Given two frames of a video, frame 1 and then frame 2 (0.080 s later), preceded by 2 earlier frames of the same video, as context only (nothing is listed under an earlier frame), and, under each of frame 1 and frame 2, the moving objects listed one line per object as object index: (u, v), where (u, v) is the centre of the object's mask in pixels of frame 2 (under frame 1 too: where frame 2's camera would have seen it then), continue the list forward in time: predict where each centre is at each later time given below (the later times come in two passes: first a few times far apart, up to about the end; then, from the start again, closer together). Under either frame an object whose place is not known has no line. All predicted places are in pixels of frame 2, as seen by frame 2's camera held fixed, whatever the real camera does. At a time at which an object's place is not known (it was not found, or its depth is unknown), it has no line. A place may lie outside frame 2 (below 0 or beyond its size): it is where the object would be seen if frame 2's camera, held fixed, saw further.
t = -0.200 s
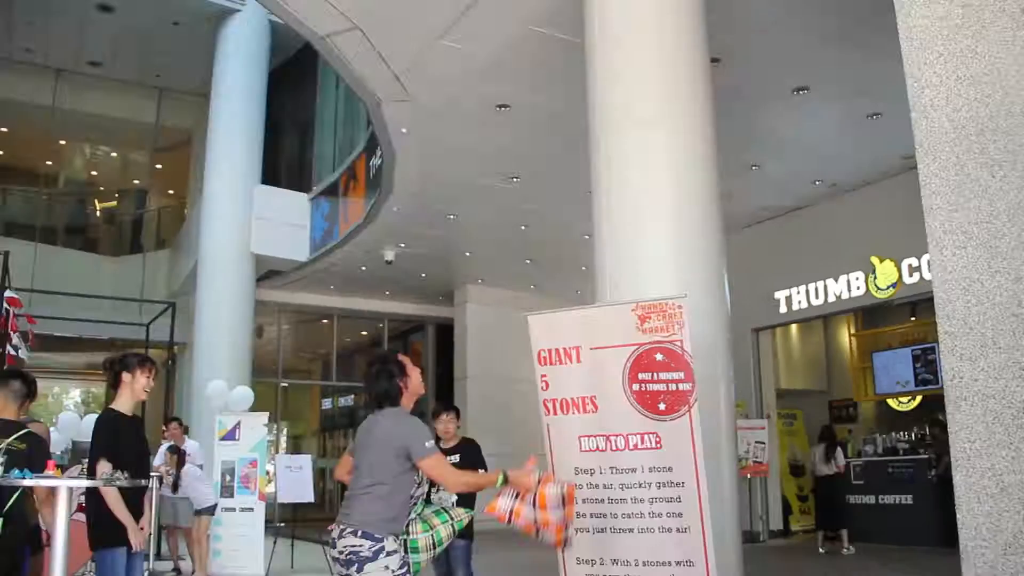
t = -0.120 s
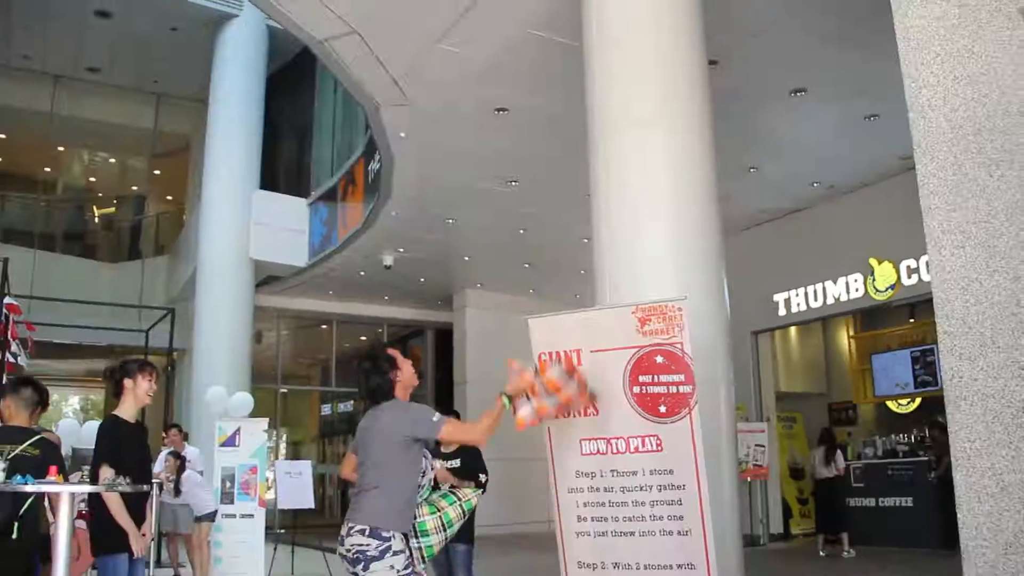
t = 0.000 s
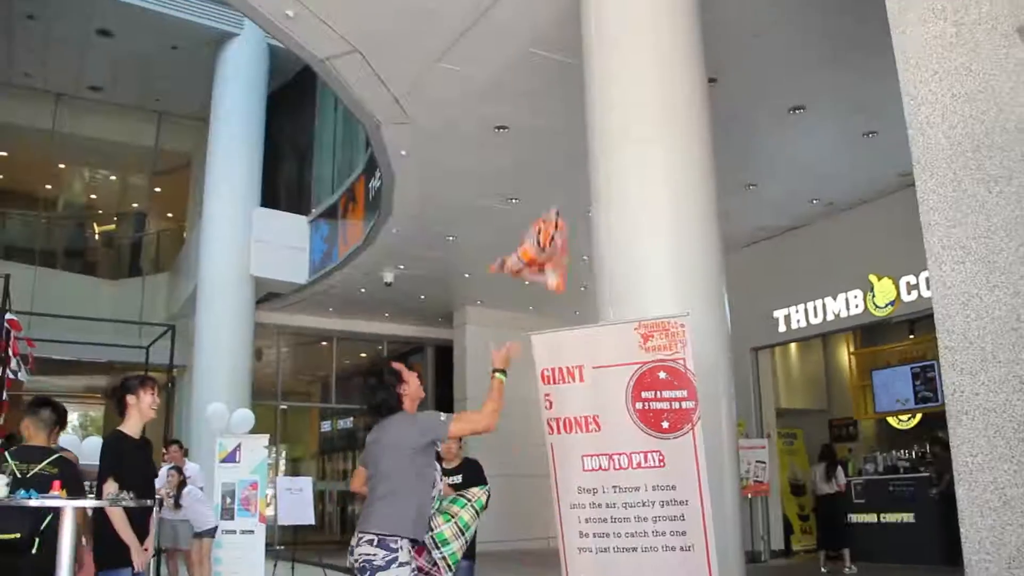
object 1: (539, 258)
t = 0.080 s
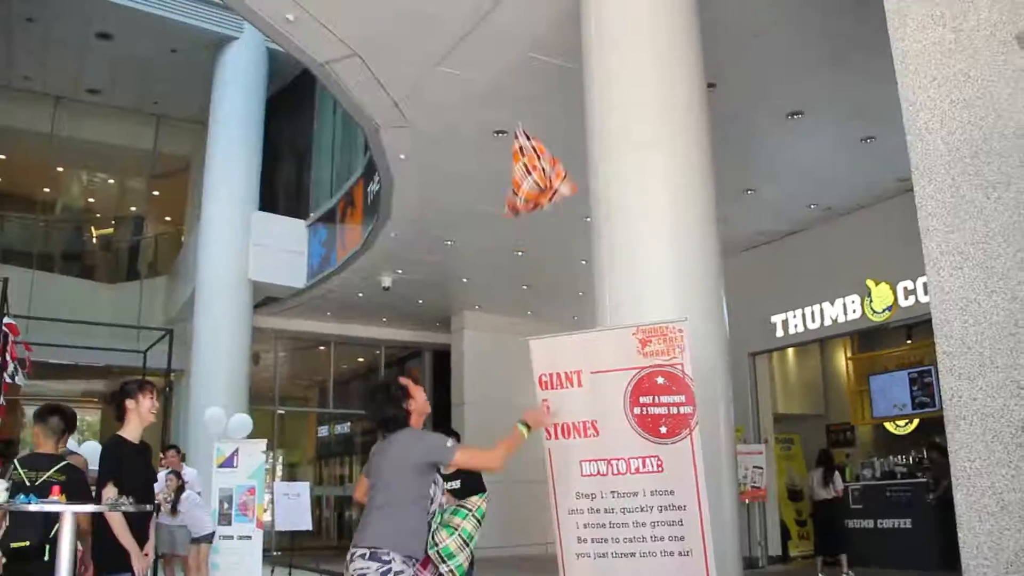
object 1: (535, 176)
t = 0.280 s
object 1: (522, 41)
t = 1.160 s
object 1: (525, 245)
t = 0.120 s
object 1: (532, 142)
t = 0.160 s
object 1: (529, 113)
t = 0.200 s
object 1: (526, 85)
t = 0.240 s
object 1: (524, 62)
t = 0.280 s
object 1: (522, 41)
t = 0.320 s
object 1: (519, 24)
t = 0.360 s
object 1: (518, 11)
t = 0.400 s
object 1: (517, 0)
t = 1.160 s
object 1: (525, 245)
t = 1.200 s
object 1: (527, 282)
